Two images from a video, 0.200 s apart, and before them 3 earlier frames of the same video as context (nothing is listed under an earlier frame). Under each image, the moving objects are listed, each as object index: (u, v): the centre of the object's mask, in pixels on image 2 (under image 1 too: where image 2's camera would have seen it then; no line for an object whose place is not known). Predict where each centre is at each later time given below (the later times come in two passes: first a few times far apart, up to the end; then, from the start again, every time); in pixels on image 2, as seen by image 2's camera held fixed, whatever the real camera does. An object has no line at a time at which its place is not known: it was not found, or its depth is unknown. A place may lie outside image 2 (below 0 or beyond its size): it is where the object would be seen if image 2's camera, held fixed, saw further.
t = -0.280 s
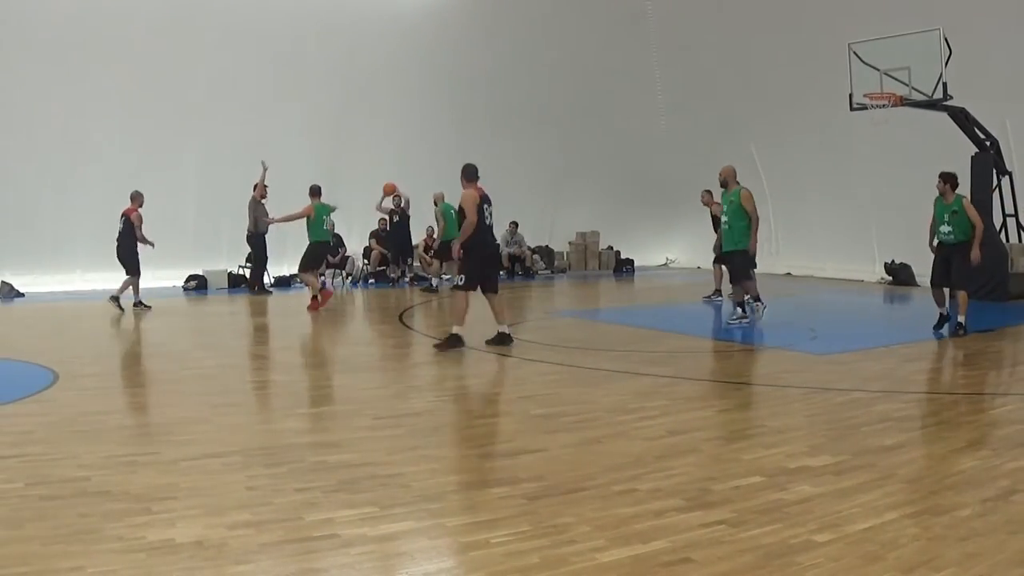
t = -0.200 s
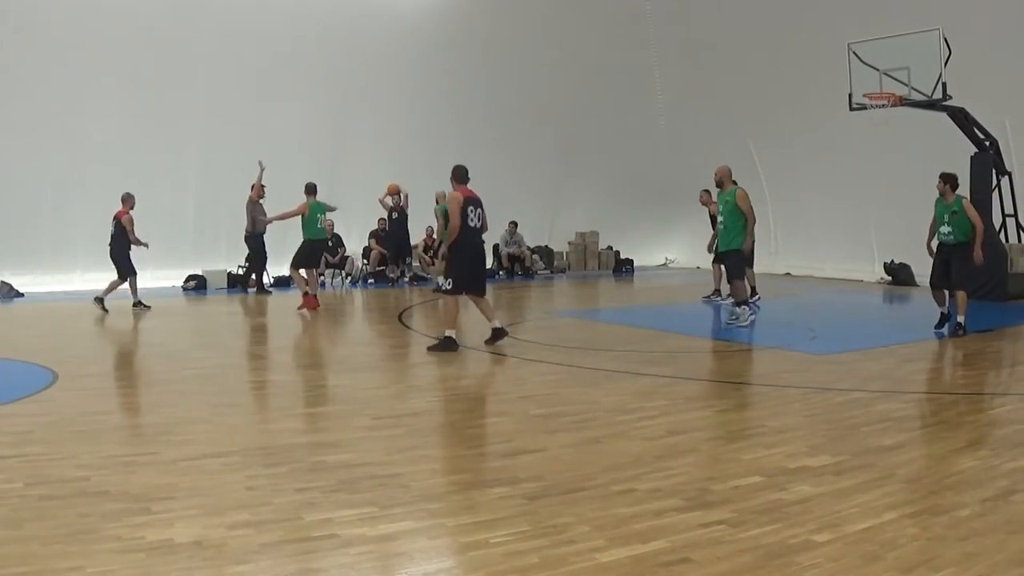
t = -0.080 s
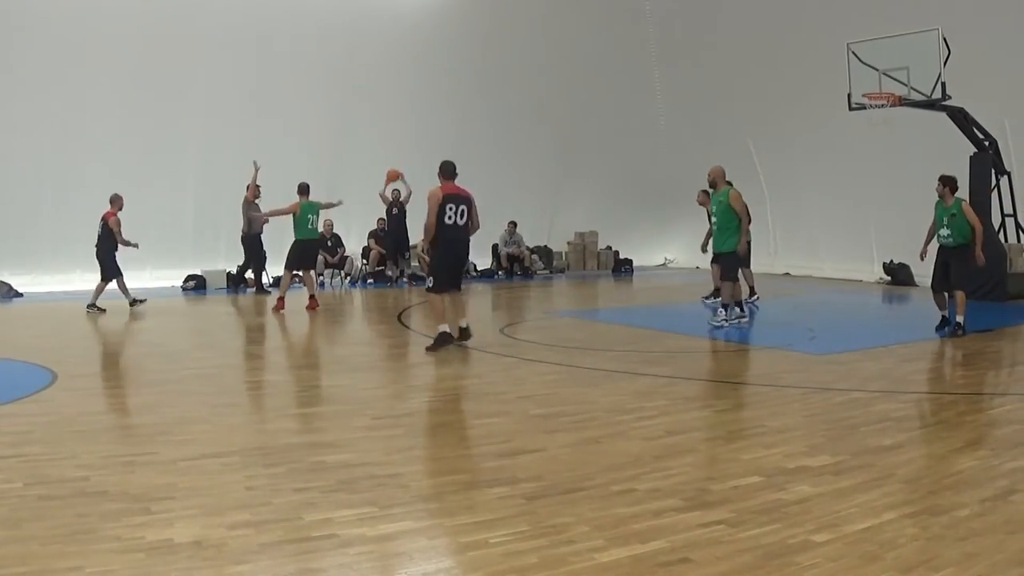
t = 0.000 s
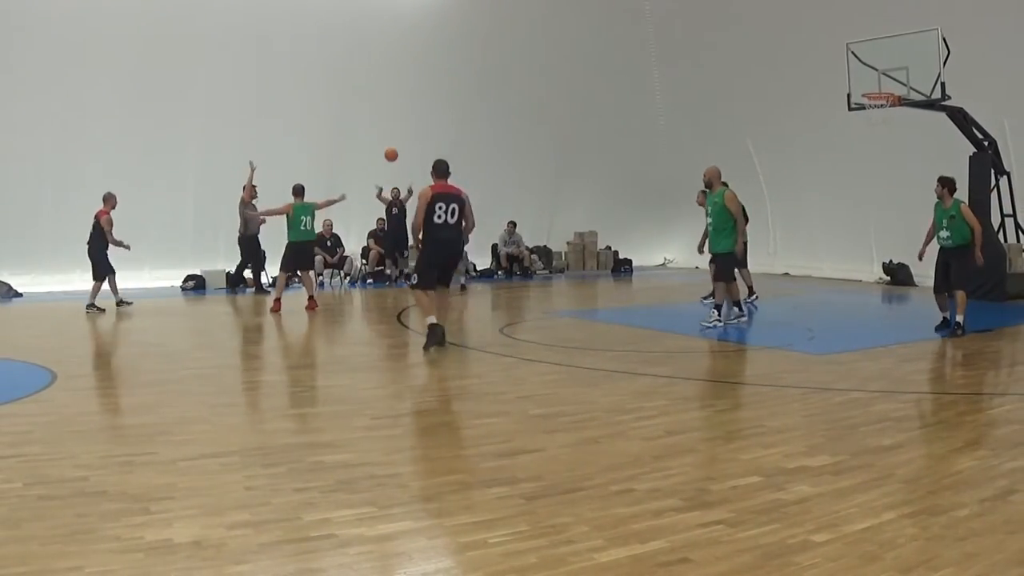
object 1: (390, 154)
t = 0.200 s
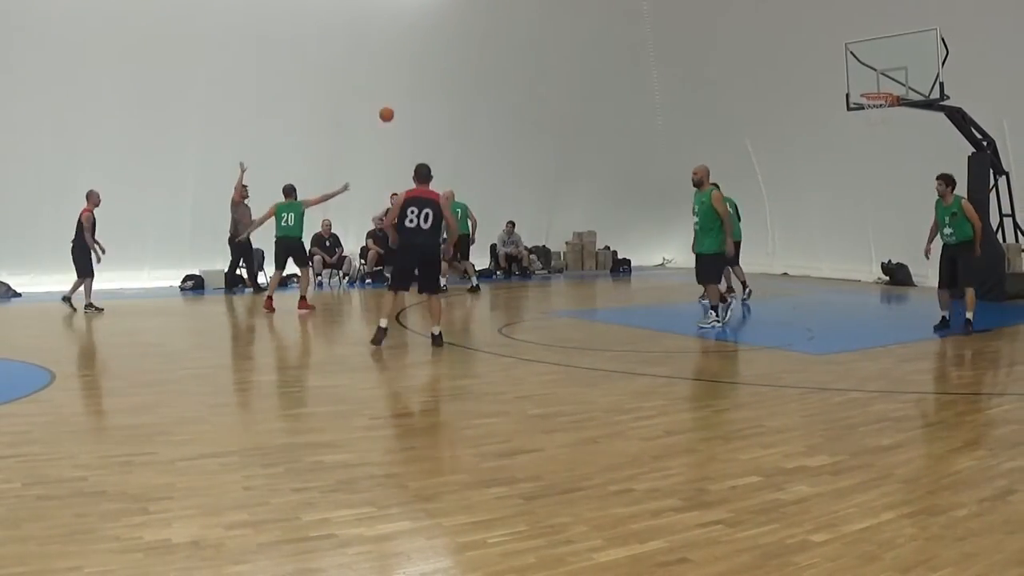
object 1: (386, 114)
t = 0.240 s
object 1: (385, 108)
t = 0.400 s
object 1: (383, 93)
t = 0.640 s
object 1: (381, 105)
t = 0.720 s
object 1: (379, 120)
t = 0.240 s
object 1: (385, 108)
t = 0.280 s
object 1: (385, 103)
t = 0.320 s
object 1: (384, 99)
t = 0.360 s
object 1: (384, 96)
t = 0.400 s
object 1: (383, 93)
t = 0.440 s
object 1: (383, 93)
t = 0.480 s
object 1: (383, 93)
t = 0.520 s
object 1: (382, 94)
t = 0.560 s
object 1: (382, 96)
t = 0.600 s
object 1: (381, 100)
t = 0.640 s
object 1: (381, 105)
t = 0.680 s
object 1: (380, 112)
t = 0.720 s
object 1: (379, 120)
